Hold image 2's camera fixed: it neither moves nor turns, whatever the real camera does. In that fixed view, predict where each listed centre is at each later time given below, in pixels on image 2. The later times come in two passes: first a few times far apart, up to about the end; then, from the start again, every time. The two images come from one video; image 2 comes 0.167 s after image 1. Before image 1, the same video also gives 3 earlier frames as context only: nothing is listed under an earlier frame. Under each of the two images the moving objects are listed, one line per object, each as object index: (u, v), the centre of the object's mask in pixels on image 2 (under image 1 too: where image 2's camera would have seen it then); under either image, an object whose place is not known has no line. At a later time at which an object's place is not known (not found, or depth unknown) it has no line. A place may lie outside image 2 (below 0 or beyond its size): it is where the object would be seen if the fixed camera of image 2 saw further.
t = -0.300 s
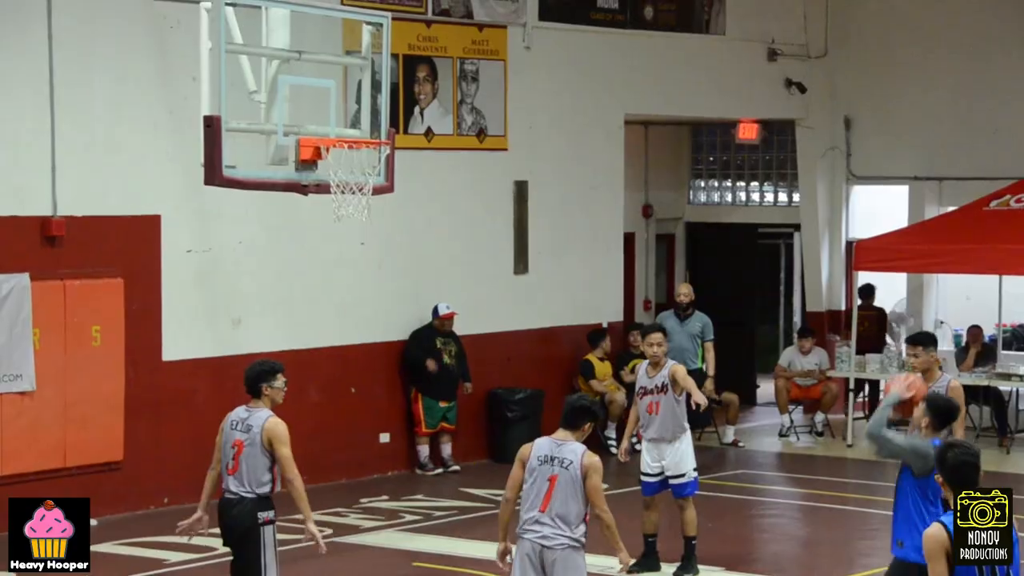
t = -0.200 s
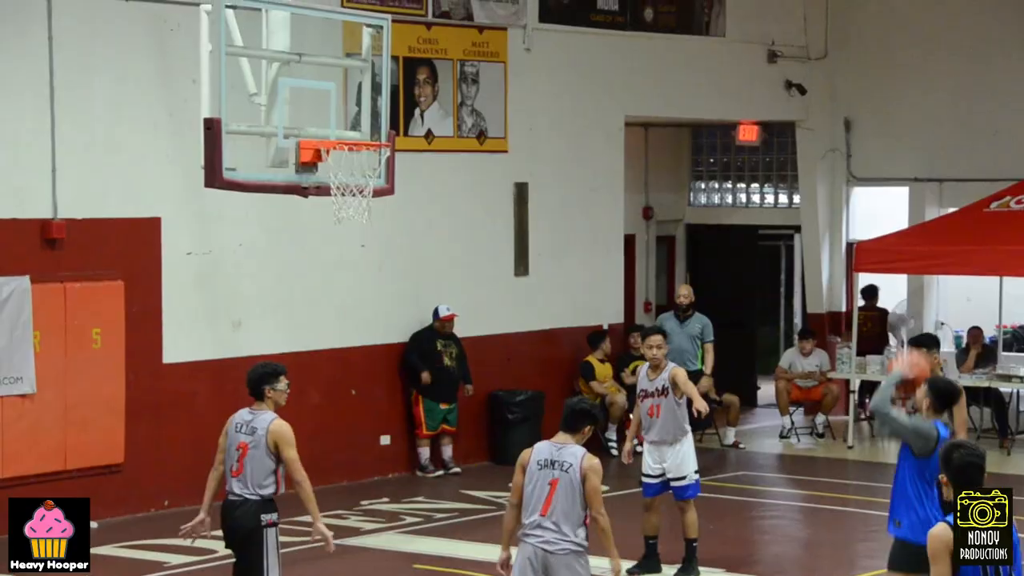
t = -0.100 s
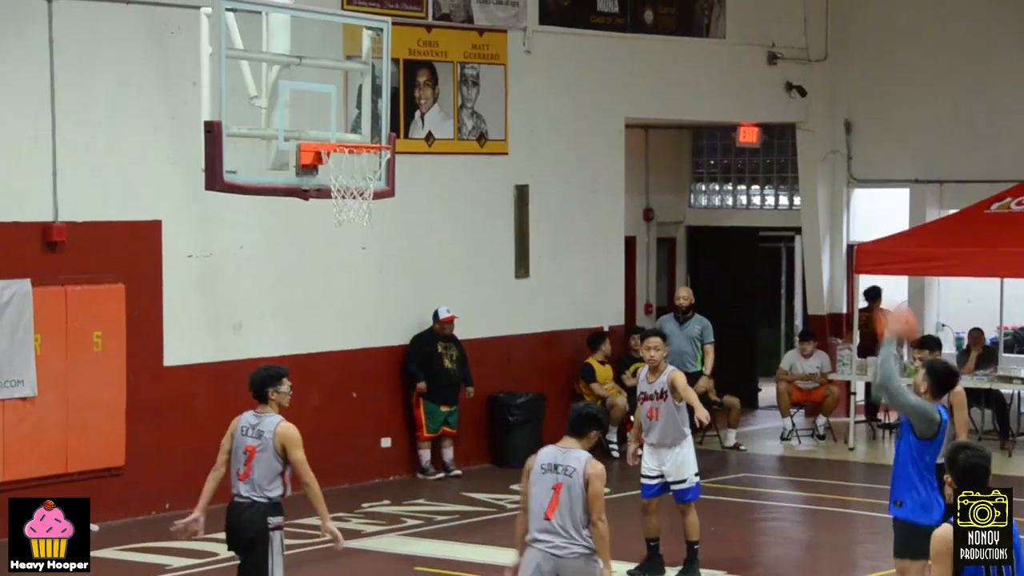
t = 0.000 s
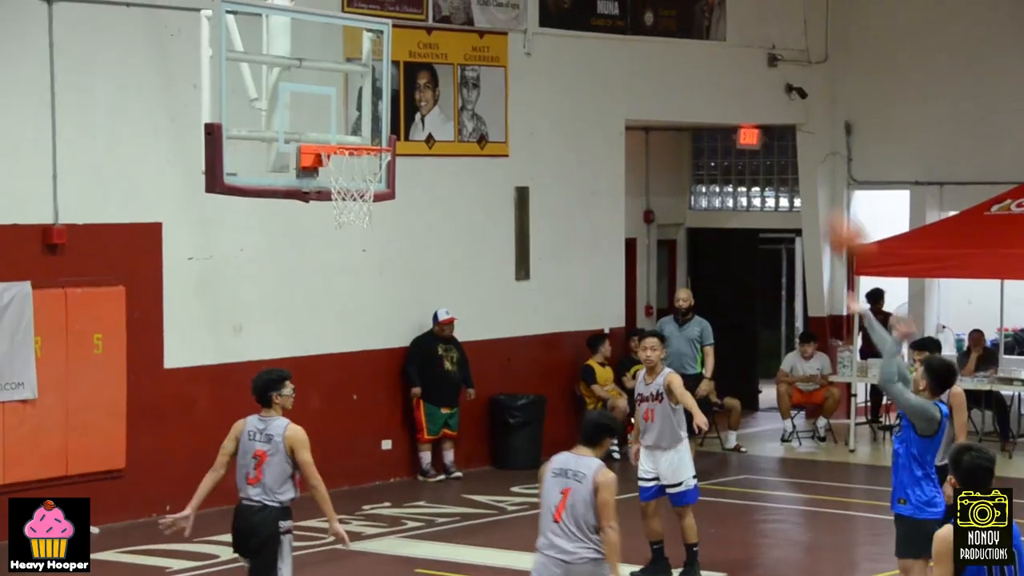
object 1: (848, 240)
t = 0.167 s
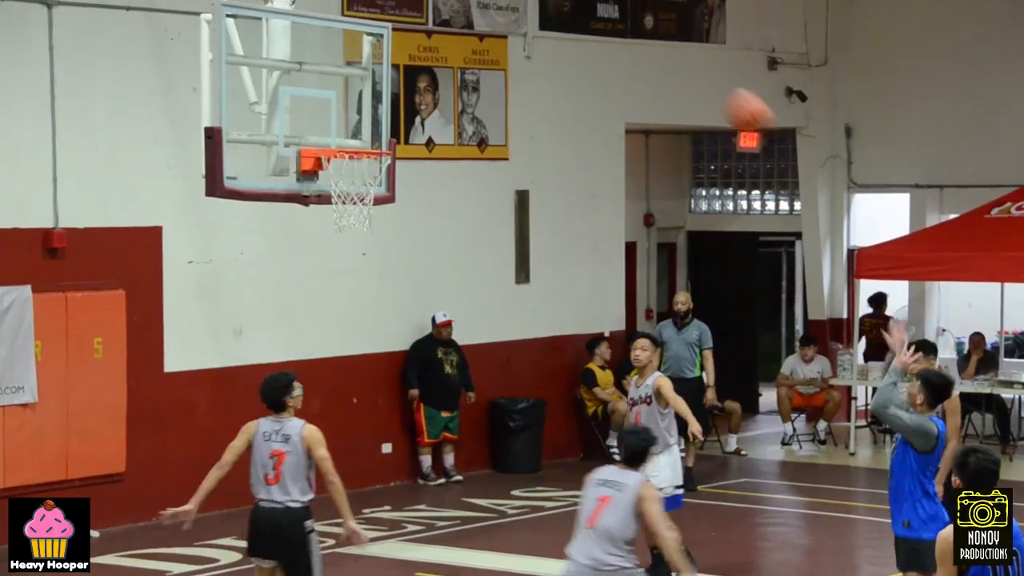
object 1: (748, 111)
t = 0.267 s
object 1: (692, 62)
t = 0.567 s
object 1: (532, 5)
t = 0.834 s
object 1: (403, 65)
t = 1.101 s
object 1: (344, 124)
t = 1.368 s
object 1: (411, 153)
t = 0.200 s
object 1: (729, 93)
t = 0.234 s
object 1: (711, 77)
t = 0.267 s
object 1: (692, 62)
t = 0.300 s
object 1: (673, 47)
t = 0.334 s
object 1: (654, 35)
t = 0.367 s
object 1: (636, 26)
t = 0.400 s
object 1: (618, 18)
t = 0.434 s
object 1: (600, 14)
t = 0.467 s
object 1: (580, 10)
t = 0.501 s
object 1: (564, 8)
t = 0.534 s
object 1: (550, 7)
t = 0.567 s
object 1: (532, 5)
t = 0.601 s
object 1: (514, 7)
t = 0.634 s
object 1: (498, 9)
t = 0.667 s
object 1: (479, 14)
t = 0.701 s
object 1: (464, 21)
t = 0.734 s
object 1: (447, 31)
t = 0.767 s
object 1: (431, 41)
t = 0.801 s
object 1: (415, 53)
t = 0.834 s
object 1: (403, 65)
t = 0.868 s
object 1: (384, 81)
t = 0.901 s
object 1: (368, 97)
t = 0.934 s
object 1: (352, 117)
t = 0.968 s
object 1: (341, 132)
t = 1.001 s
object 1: (341, 129)
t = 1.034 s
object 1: (342, 126)
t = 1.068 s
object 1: (343, 125)
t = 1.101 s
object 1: (344, 124)
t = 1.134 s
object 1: (346, 126)
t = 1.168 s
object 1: (349, 126)
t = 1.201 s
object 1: (361, 127)
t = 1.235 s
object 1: (370, 129)
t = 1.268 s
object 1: (382, 132)
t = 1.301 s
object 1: (391, 136)
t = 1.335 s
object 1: (402, 143)
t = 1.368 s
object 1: (411, 153)
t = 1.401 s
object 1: (421, 161)
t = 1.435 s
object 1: (431, 173)
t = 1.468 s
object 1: (442, 186)
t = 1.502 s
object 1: (452, 200)
